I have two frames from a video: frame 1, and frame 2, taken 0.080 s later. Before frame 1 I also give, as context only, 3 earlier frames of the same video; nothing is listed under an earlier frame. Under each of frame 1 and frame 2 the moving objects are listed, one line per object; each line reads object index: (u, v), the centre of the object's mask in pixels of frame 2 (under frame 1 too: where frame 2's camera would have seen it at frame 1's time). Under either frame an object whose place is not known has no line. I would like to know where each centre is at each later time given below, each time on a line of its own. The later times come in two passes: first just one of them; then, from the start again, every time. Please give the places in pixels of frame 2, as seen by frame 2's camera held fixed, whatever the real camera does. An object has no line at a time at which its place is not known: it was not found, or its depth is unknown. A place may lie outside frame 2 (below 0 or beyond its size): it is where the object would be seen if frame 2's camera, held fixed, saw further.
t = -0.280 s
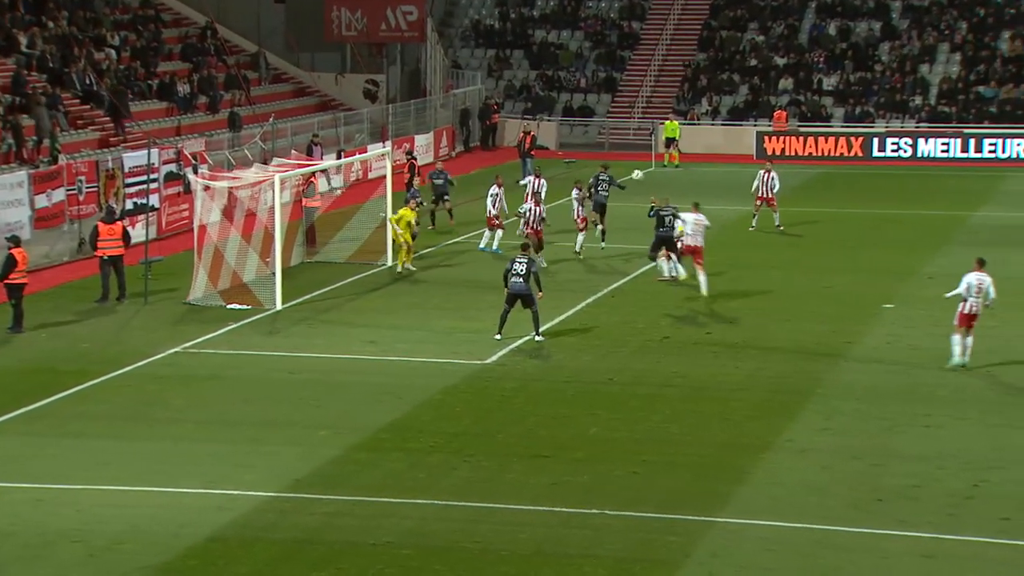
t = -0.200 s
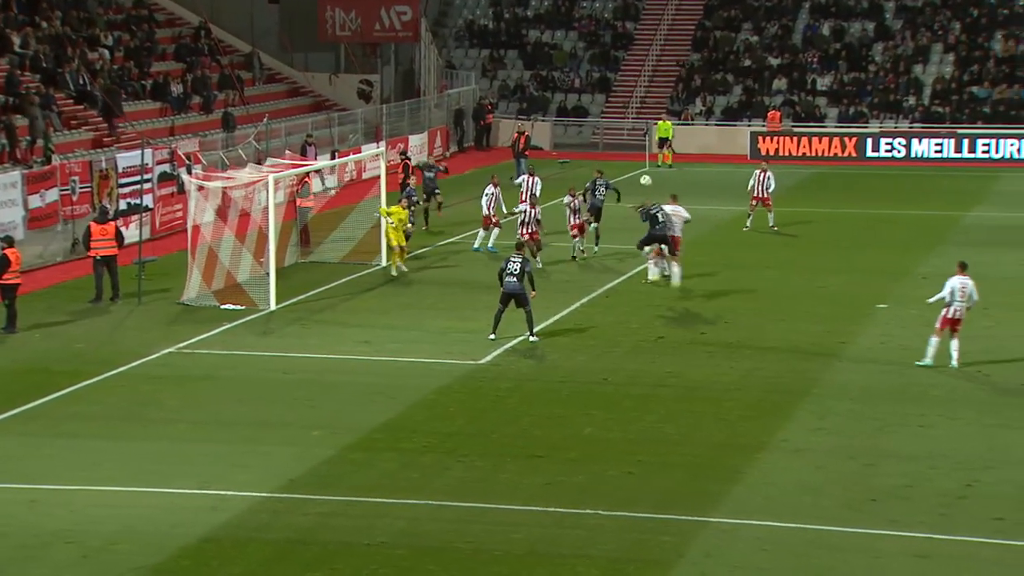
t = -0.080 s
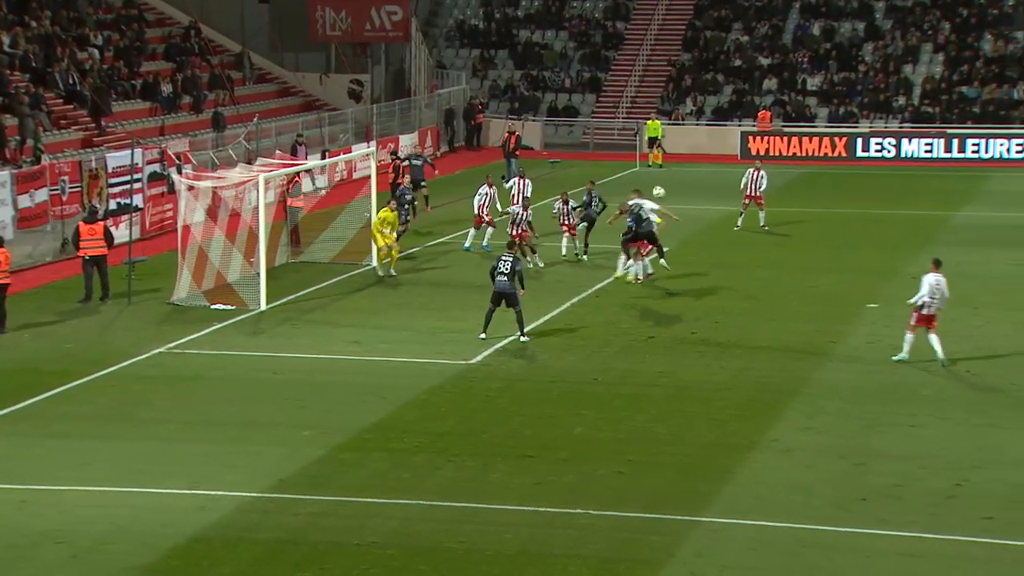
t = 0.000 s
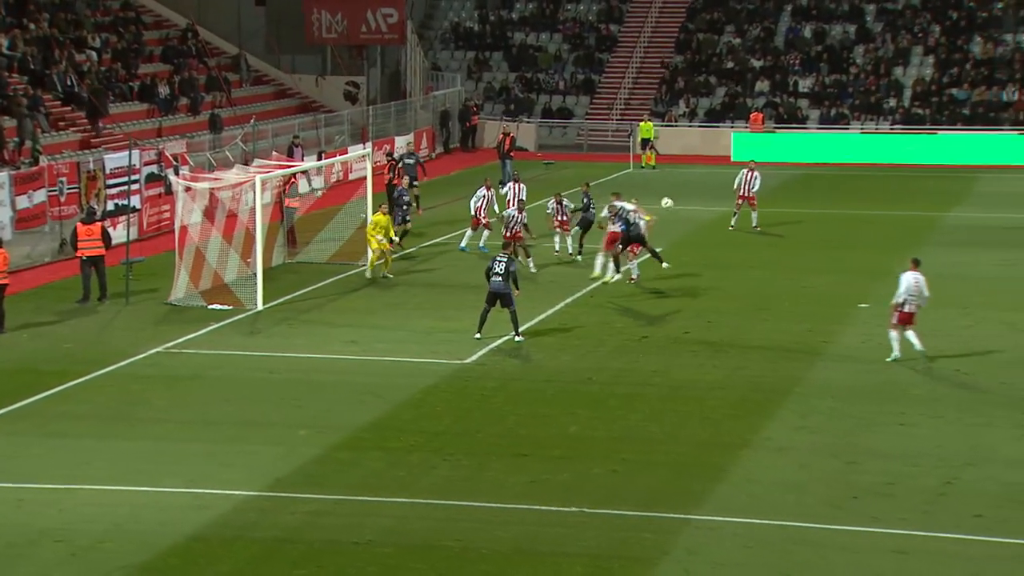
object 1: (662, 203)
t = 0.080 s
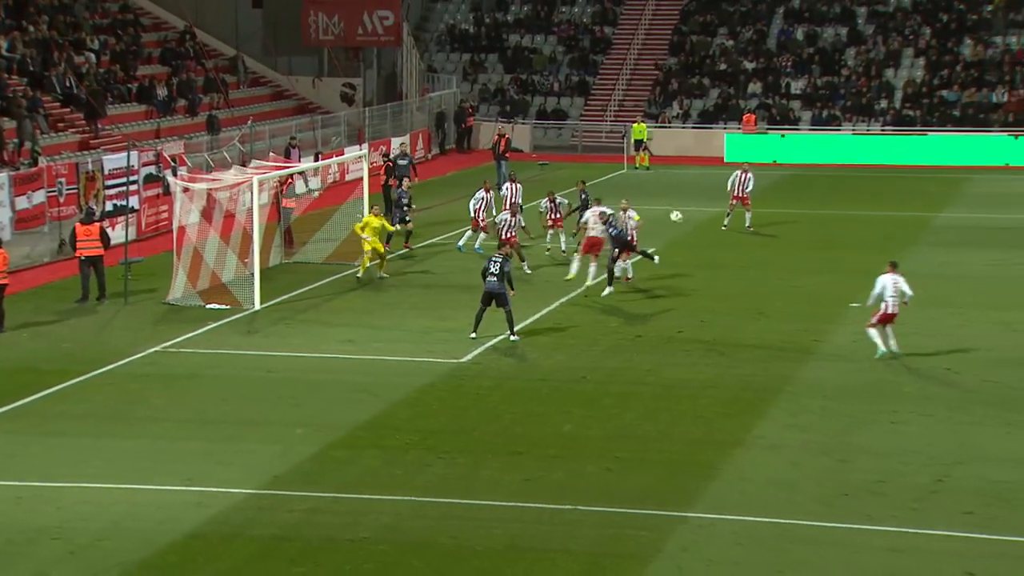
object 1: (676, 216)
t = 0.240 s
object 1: (704, 249)
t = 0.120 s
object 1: (683, 223)
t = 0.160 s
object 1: (690, 231)
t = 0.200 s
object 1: (697, 240)
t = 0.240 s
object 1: (704, 249)
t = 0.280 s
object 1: (711, 259)
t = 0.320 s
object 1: (719, 269)
